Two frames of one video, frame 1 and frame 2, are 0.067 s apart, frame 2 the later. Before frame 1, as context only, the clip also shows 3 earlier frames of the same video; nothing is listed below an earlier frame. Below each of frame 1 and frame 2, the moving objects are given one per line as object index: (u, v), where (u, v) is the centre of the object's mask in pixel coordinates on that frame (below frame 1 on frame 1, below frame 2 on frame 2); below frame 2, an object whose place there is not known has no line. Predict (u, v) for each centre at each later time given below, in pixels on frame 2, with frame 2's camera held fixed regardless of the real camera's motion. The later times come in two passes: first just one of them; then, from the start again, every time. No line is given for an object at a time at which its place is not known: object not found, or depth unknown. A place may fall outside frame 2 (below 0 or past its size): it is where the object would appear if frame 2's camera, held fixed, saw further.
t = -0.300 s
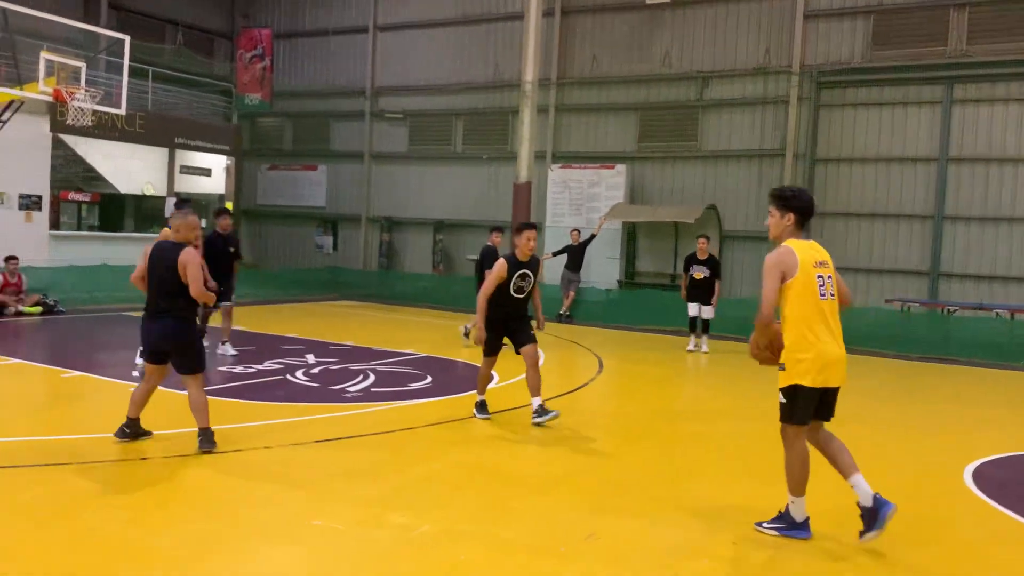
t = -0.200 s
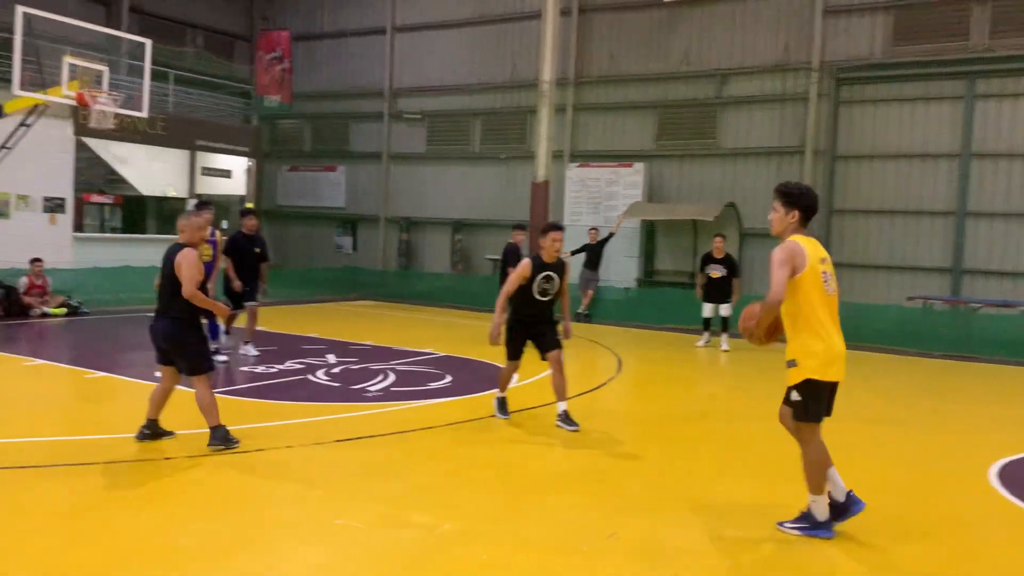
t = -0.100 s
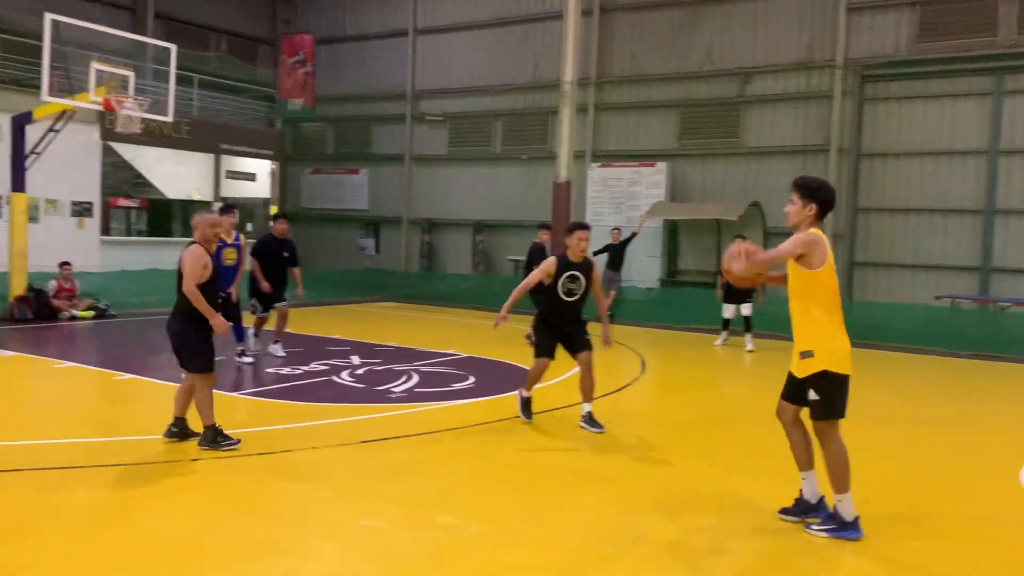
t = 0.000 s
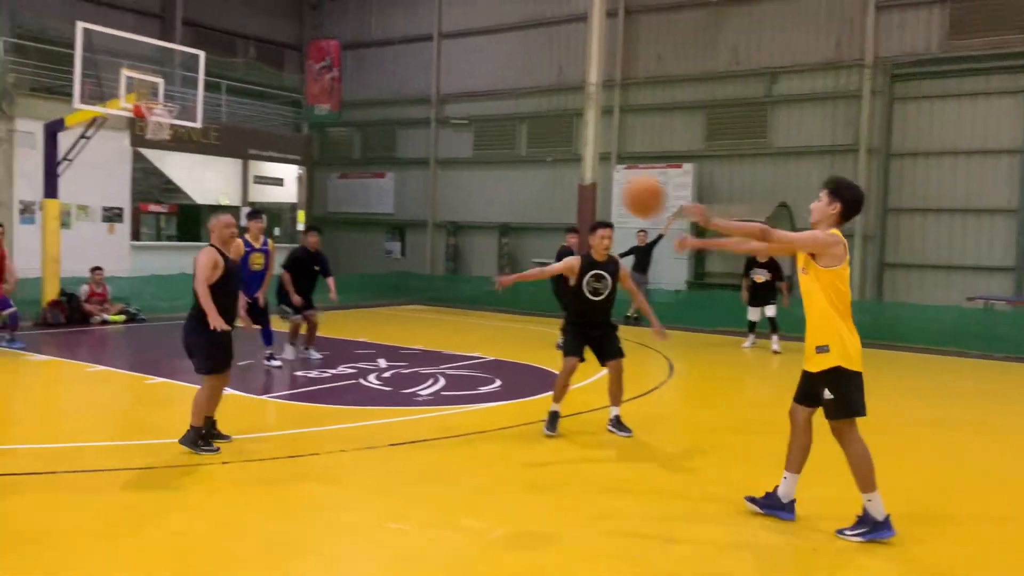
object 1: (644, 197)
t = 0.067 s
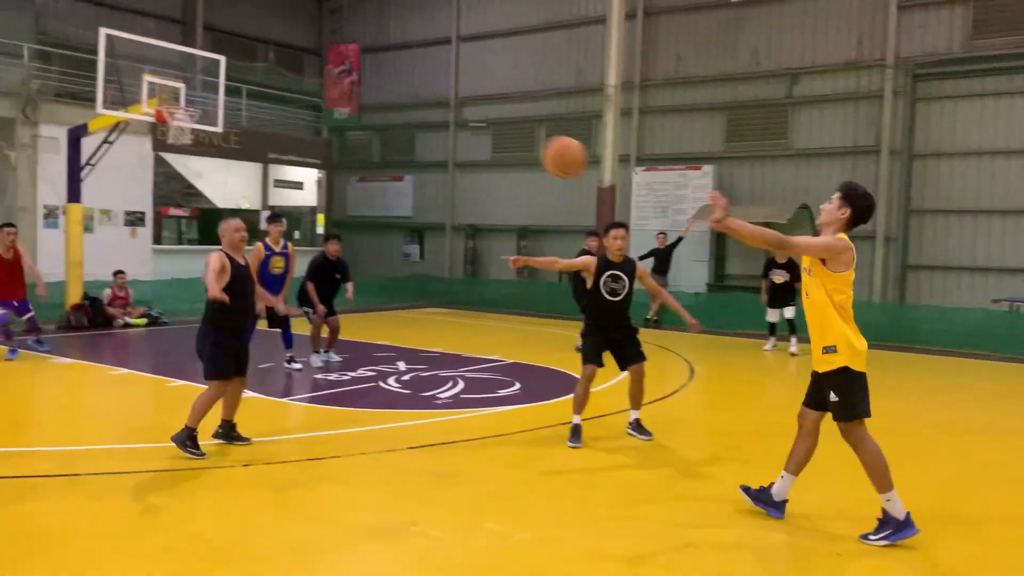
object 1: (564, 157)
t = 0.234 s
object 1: (343, 95)
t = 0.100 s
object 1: (516, 140)
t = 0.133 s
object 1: (470, 125)
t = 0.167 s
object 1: (425, 113)
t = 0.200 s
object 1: (384, 103)
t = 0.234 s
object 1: (343, 95)
